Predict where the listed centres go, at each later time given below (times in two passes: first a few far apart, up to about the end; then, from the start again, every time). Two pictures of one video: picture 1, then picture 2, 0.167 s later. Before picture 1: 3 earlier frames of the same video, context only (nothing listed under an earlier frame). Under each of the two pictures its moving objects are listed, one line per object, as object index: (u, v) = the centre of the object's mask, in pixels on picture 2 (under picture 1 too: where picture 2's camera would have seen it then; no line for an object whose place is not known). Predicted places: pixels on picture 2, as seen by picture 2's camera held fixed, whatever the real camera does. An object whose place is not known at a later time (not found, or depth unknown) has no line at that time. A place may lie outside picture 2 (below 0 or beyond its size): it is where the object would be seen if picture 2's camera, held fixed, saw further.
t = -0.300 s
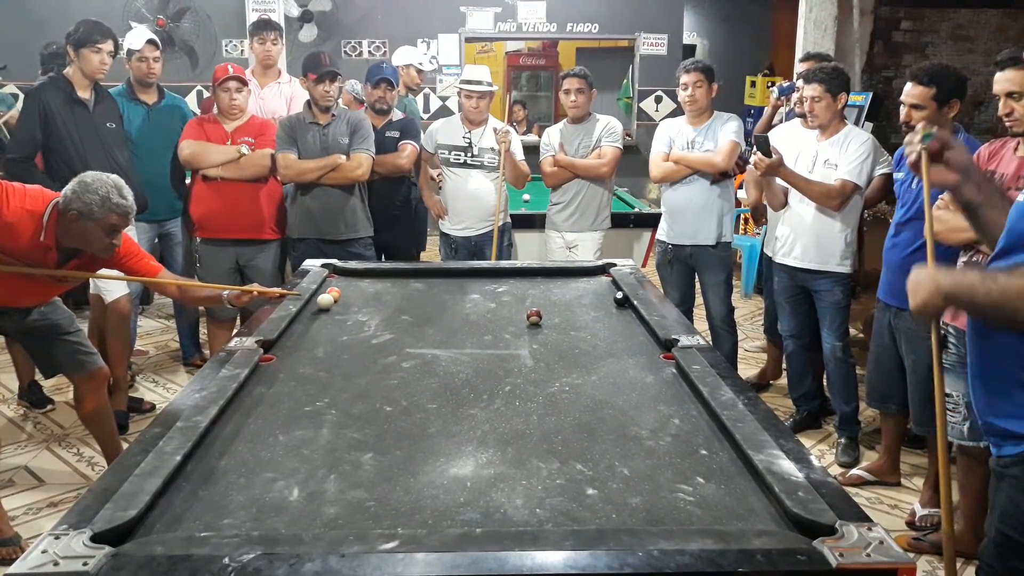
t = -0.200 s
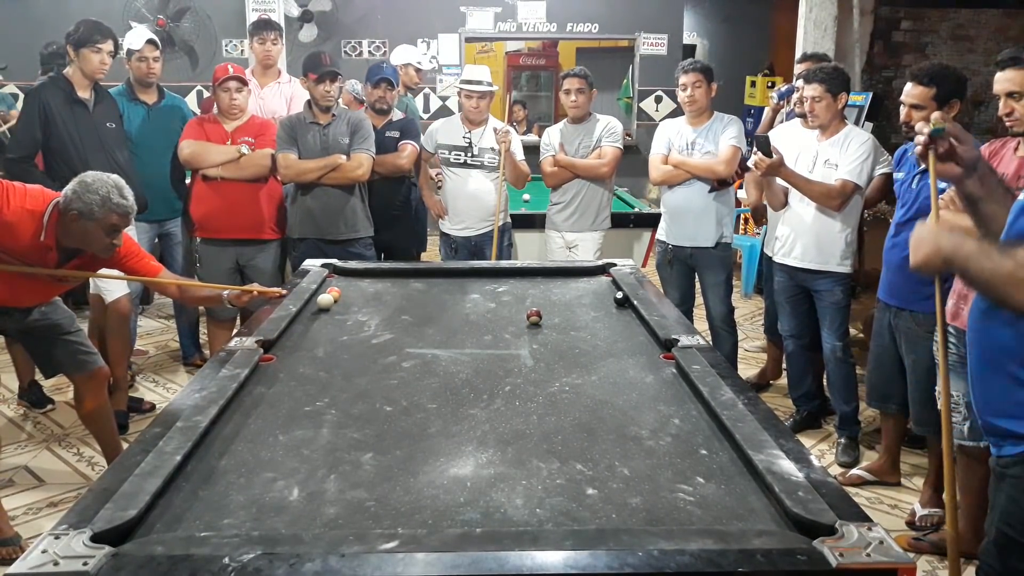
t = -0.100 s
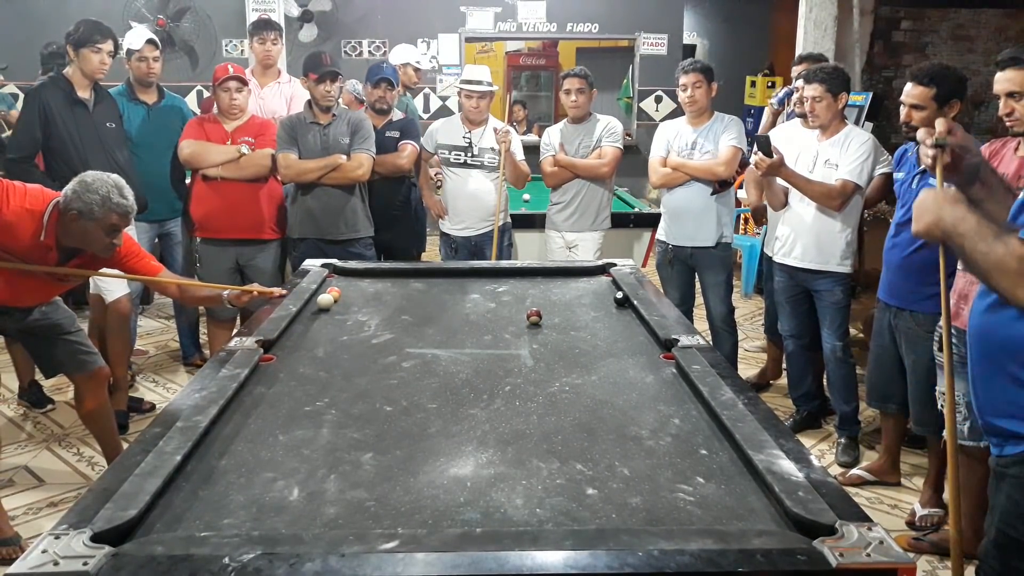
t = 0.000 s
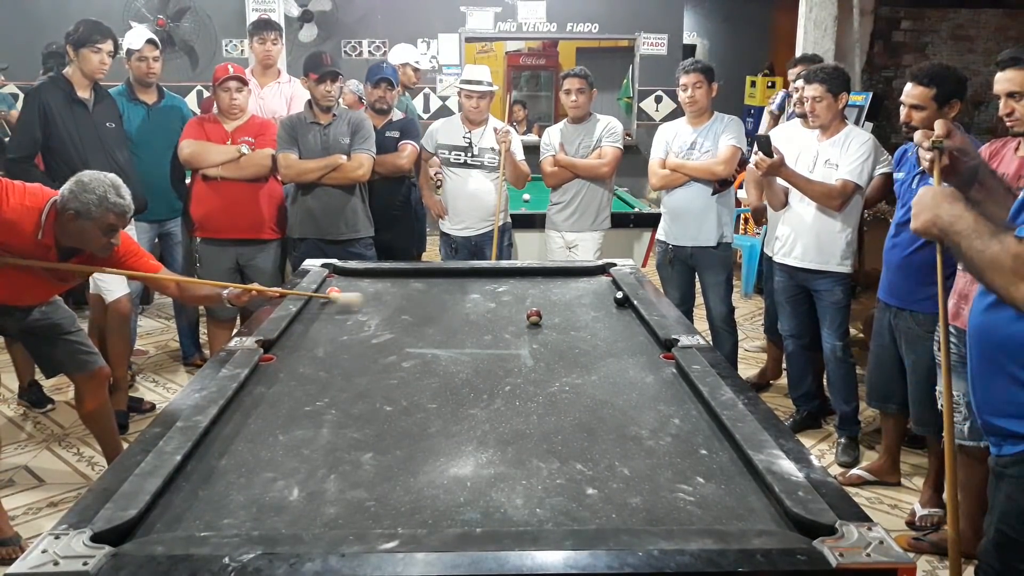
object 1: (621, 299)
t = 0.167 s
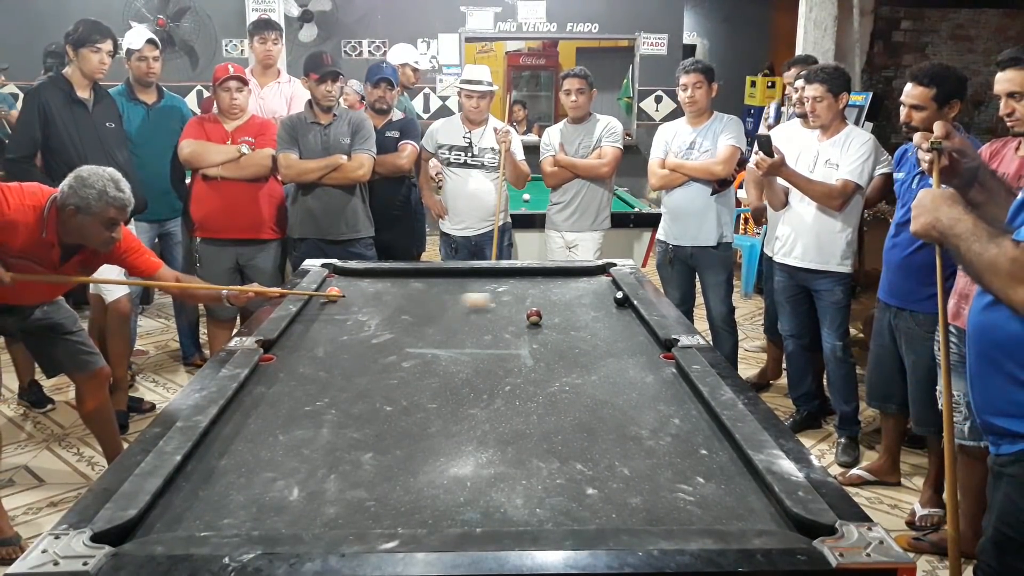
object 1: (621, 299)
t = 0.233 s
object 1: (621, 299)
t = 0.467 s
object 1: (580, 295)
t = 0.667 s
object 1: (525, 290)
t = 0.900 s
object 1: (465, 284)
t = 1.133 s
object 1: (411, 277)
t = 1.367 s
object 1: (363, 274)
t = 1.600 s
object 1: (343, 277)
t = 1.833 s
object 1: (368, 281)
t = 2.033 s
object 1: (388, 286)
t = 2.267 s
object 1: (413, 289)
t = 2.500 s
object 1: (435, 293)
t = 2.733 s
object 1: (457, 297)
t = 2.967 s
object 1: (478, 300)
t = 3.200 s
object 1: (498, 303)
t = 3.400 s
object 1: (514, 305)
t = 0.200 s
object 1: (621, 299)
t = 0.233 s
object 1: (621, 299)
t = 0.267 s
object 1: (621, 299)
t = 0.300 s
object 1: (621, 299)
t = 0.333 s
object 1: (621, 299)
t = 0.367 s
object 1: (614, 291)
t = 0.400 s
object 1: (601, 297)
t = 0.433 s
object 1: (591, 297)
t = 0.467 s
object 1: (580, 295)
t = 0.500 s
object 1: (572, 294)
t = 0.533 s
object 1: (562, 293)
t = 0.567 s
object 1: (553, 292)
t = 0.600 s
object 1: (543, 292)
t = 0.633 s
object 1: (534, 291)
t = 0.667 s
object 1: (525, 290)
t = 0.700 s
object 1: (516, 290)
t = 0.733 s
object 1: (508, 288)
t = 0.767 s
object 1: (499, 287)
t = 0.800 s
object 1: (491, 286)
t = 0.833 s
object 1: (483, 285)
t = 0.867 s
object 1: (475, 284)
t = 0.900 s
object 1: (465, 284)
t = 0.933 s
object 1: (458, 283)
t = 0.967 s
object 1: (450, 281)
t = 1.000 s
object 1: (442, 281)
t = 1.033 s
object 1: (434, 280)
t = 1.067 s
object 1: (426, 279)
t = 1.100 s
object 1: (420, 277)
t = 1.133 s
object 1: (411, 277)
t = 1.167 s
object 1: (404, 277)
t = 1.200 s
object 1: (396, 276)
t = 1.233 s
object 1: (390, 275)
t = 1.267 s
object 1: (382, 274)
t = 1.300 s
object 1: (375, 274)
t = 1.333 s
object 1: (368, 273)
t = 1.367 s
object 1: (363, 274)
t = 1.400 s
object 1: (355, 274)
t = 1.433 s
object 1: (350, 274)
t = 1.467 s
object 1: (343, 275)
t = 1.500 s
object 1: (337, 275)
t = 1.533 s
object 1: (336, 275)
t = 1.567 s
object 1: (340, 276)
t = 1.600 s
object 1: (343, 277)
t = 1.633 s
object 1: (346, 278)
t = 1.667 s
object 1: (350, 278)
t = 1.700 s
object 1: (354, 279)
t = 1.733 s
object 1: (357, 279)
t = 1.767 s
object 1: (361, 280)
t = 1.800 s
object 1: (364, 280)
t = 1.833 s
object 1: (368, 281)
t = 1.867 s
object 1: (372, 282)
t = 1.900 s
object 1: (375, 283)
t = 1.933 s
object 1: (378, 283)
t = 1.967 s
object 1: (382, 284)
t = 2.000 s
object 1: (386, 285)
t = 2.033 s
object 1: (388, 286)
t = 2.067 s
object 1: (392, 286)
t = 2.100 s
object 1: (396, 287)
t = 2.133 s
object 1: (399, 287)
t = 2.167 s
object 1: (402, 288)
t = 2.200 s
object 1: (406, 288)
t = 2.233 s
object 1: (409, 288)
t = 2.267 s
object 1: (413, 289)
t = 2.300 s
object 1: (416, 290)
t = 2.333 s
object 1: (419, 290)
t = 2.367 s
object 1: (422, 291)
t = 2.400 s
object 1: (426, 291)
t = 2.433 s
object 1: (429, 292)
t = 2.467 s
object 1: (432, 292)
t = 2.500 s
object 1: (435, 293)
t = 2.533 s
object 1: (438, 293)
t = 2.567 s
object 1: (441, 294)
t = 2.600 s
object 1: (445, 294)
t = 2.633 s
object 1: (448, 295)
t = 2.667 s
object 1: (451, 296)
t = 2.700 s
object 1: (454, 296)
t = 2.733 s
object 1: (457, 297)
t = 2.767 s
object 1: (460, 297)
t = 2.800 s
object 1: (463, 297)
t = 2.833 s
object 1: (466, 298)
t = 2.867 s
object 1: (469, 298)
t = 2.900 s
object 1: (472, 299)
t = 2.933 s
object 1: (475, 299)
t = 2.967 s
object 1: (478, 300)
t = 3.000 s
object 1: (481, 300)
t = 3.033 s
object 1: (484, 301)
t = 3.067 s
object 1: (487, 301)
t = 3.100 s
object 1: (489, 302)
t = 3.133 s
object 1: (492, 302)
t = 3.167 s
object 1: (495, 303)
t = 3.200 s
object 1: (498, 303)
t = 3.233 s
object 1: (501, 304)
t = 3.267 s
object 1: (504, 304)
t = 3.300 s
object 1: (506, 304)
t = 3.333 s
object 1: (508, 305)
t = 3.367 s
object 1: (511, 305)
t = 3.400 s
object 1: (514, 305)
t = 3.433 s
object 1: (516, 305)
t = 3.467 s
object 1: (520, 306)
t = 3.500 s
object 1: (522, 307)
